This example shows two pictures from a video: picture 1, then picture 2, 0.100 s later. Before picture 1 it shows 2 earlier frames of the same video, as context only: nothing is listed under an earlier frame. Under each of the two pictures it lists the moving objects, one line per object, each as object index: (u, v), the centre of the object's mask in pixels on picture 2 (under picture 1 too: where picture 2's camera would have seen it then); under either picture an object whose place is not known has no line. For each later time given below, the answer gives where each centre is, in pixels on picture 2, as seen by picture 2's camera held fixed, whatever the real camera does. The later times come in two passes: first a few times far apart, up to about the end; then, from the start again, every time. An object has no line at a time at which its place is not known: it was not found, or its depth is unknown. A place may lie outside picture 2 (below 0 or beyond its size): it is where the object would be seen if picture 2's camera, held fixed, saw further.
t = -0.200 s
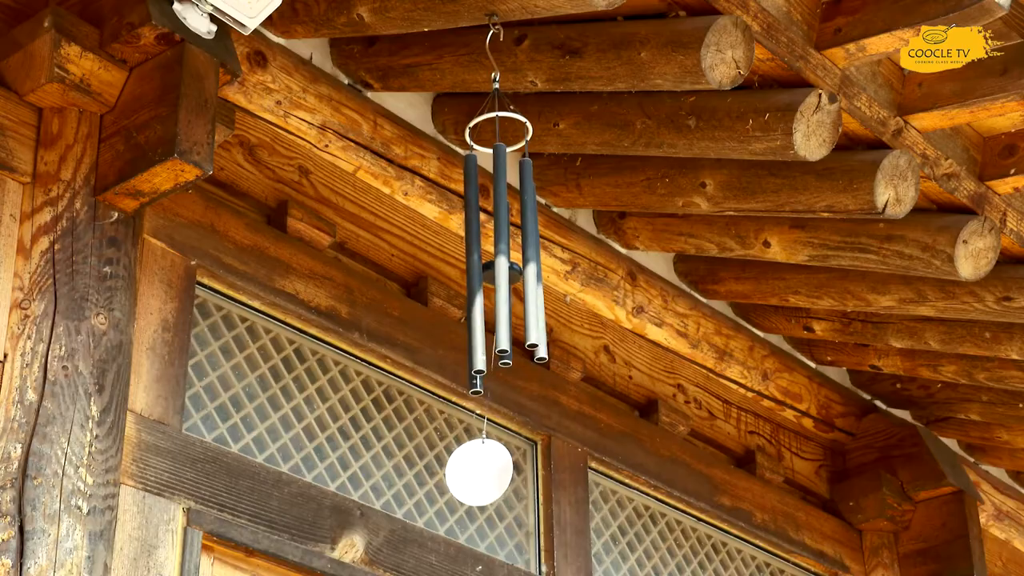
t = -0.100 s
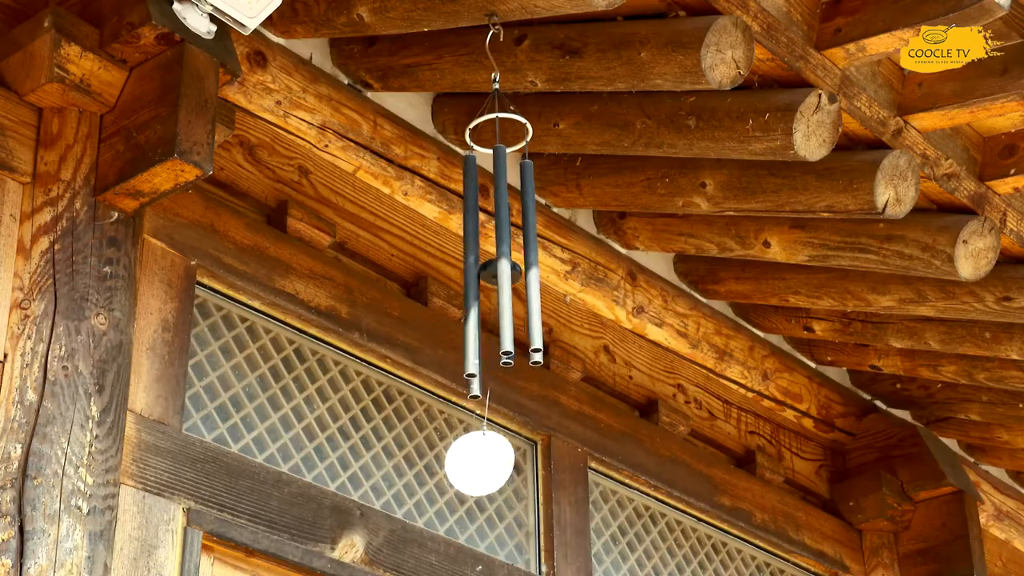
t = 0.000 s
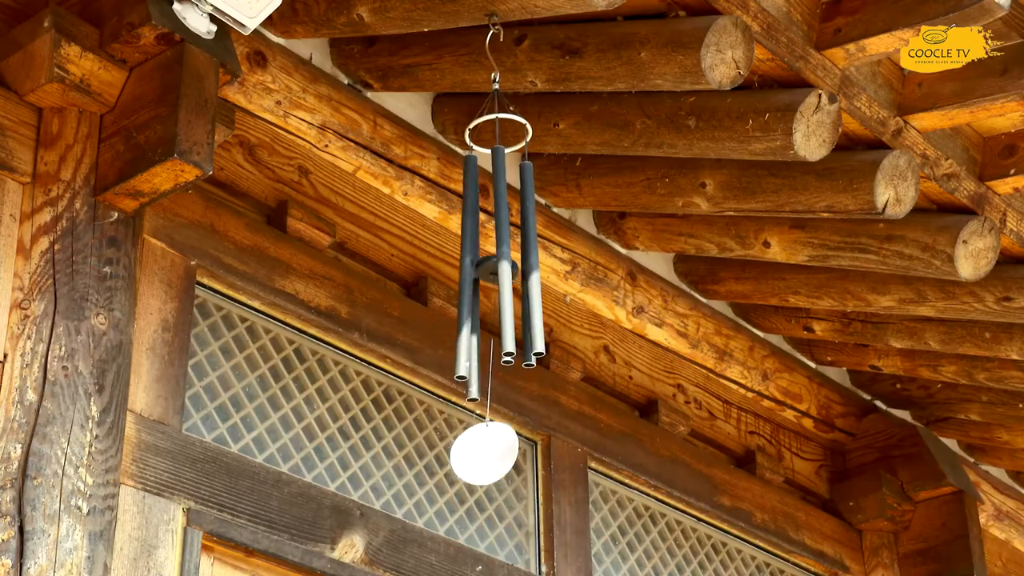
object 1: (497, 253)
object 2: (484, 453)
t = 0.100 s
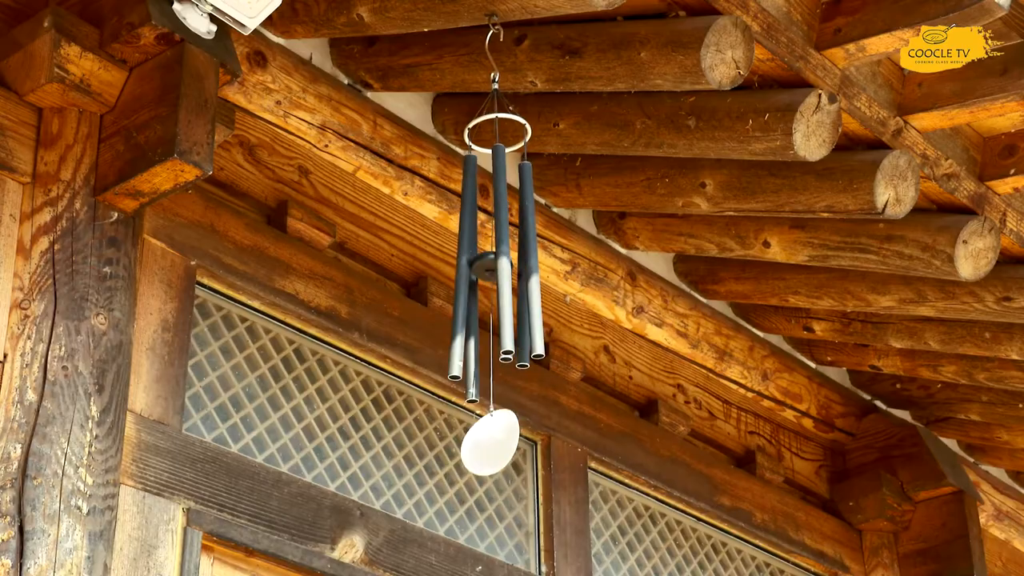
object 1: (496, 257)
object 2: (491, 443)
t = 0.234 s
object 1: (493, 255)
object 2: (493, 435)
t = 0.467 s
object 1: (489, 237)
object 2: (482, 440)
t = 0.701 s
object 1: (490, 235)
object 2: (475, 461)
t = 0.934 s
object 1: (492, 245)
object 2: (458, 470)
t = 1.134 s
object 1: (496, 242)
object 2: (457, 453)
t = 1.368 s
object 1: (497, 245)
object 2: (488, 430)
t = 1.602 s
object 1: (494, 246)
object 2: (504, 434)
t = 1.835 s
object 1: (492, 241)
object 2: (493, 466)
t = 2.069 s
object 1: (493, 237)
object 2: (458, 475)
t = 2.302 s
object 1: (493, 238)
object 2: (436, 452)
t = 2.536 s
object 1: (490, 242)
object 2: (458, 416)
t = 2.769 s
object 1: (489, 242)
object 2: (456, 428)
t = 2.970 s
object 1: (491, 246)
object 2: (473, 464)
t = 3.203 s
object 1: (494, 254)
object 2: (491, 479)
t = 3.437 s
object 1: (498, 254)
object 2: (490, 466)
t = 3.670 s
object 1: (492, 244)
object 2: (471, 432)
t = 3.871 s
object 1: (490, 240)
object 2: (461, 420)
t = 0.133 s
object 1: (494, 251)
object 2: (492, 440)
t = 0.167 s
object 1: (493, 251)
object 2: (493, 437)
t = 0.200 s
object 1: (494, 256)
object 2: (493, 436)
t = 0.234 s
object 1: (493, 255)
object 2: (493, 435)
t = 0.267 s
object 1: (492, 254)
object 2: (493, 436)
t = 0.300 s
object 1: (491, 253)
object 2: (491, 437)
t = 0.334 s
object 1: (490, 252)
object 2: (490, 437)
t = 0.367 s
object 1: (489, 245)
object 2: (488, 431)
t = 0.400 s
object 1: (489, 242)
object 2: (486, 430)
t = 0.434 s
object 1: (489, 240)
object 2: (483, 435)
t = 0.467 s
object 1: (489, 237)
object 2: (482, 440)
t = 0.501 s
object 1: (489, 234)
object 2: (480, 444)
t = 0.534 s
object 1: (489, 233)
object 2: (478, 448)
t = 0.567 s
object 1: (489, 233)
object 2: (477, 452)
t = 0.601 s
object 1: (489, 235)
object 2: (476, 455)
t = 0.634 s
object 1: (489, 235)
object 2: (476, 458)
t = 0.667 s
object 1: (489, 234)
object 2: (475, 460)
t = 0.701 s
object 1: (490, 235)
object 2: (475, 461)
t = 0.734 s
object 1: (490, 235)
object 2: (476, 466)
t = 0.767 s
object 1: (490, 235)
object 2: (473, 471)
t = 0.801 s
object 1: (490, 235)
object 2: (470, 473)
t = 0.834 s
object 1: (491, 235)
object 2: (467, 472)
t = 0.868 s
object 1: (492, 235)
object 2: (464, 472)
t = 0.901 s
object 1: (492, 235)
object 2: (461, 471)
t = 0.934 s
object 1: (492, 245)
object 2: (458, 470)
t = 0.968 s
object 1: (493, 236)
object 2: (455, 468)
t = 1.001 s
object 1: (494, 236)
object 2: (454, 466)
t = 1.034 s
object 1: (495, 237)
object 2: (453, 463)
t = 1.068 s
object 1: (495, 239)
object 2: (453, 460)
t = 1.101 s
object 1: (496, 240)
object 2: (455, 457)
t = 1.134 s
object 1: (496, 242)
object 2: (457, 453)
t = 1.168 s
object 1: (496, 243)
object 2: (461, 450)
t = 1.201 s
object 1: (497, 245)
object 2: (465, 446)
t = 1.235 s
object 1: (497, 245)
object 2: (469, 442)
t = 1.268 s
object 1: (497, 244)
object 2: (474, 438)
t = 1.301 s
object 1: (497, 244)
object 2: (479, 434)
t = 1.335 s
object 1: (497, 244)
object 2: (484, 432)
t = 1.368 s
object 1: (497, 245)
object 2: (488, 430)
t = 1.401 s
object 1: (496, 245)
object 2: (492, 430)
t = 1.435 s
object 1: (496, 246)
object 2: (496, 431)
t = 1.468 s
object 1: (495, 246)
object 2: (499, 434)
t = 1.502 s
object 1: (495, 246)
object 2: (502, 436)
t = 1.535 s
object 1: (494, 246)
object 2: (504, 435)
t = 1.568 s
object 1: (494, 246)
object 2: (504, 433)
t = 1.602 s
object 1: (494, 246)
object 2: (504, 434)
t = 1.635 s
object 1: (493, 246)
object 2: (503, 439)
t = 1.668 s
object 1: (493, 244)
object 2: (502, 446)
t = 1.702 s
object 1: (493, 242)
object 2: (501, 450)
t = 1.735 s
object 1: (494, 246)
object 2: (499, 454)
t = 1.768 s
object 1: (494, 255)
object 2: (497, 457)
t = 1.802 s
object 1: (493, 241)
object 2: (495, 461)
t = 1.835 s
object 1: (492, 241)
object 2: (493, 466)
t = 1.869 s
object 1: (492, 241)
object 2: (489, 475)
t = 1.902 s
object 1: (492, 242)
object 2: (485, 477)
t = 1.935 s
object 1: (492, 241)
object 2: (480, 477)
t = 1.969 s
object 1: (492, 241)
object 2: (476, 477)
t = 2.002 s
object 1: (493, 239)
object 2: (470, 477)
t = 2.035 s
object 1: (493, 237)
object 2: (464, 476)
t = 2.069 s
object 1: (493, 237)
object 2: (458, 475)
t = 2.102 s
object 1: (494, 236)
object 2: (452, 473)
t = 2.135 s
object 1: (494, 236)
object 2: (447, 471)
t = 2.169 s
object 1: (494, 236)
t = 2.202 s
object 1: (493, 236)
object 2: (439, 465)
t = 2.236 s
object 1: (493, 236)
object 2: (437, 461)
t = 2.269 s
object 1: (493, 237)
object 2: (436, 456)
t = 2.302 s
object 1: (493, 238)
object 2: (436, 452)
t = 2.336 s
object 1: (492, 240)
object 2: (438, 446)
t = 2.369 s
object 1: (492, 240)
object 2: (440, 441)
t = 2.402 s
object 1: (492, 241)
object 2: (444, 435)
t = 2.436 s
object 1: (491, 243)
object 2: (448, 430)
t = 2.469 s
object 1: (490, 243)
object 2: (452, 425)
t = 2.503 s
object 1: (490, 242)
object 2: (456, 420)
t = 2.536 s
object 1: (490, 242)
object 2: (458, 416)
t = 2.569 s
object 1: (490, 241)
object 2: (460, 414)
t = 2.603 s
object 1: (489, 241)
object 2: (461, 415)
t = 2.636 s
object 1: (489, 241)
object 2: (459, 404)
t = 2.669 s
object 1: (489, 240)
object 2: (458, 410)
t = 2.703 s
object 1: (489, 239)
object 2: (457, 416)
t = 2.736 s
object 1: (489, 240)
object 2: (456, 422)
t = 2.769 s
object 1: (489, 242)
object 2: (456, 428)
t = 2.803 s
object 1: (490, 243)
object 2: (457, 435)
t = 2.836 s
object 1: (490, 244)
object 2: (458, 442)
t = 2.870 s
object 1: (490, 245)
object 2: (461, 449)
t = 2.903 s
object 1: (490, 246)
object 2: (465, 455)
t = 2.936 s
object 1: (491, 246)
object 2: (469, 459)
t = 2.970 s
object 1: (491, 246)
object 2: (473, 464)
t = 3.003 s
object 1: (492, 245)
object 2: (478, 467)
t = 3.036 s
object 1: (492, 244)
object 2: (481, 469)
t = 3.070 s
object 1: (492, 245)
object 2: (486, 473)
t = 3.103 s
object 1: (493, 245)
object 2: (489, 476)
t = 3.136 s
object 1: (493, 245)
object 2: (491, 477)
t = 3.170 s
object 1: (494, 245)
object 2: (492, 479)
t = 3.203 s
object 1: (494, 254)
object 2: (491, 479)
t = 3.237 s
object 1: (495, 247)
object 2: (490, 478)
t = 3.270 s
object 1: (496, 256)
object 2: (489, 478)
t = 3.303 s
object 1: (496, 247)
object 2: (488, 476)
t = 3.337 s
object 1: (496, 256)
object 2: (488, 474)
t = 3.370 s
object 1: (497, 248)
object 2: (488, 472)
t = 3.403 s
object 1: (498, 247)
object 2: (489, 469)
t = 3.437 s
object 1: (498, 254)
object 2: (490, 466)
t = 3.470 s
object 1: (499, 246)
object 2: (490, 463)
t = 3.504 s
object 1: (499, 244)
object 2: (489, 460)
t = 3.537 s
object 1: (499, 243)
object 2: (488, 446)
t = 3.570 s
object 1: (499, 241)
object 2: (485, 443)
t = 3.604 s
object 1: (498, 240)
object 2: (480, 440)
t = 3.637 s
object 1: (493, 244)
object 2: (475, 436)
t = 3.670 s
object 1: (492, 244)
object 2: (471, 432)
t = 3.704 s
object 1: (493, 244)
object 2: (467, 427)
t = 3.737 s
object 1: (493, 244)
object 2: (463, 424)
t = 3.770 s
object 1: (493, 243)
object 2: (461, 423)
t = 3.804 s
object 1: (492, 242)
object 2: (460, 422)
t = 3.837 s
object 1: (491, 241)
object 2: (460, 421)
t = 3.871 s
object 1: (490, 240)
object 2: (461, 420)
